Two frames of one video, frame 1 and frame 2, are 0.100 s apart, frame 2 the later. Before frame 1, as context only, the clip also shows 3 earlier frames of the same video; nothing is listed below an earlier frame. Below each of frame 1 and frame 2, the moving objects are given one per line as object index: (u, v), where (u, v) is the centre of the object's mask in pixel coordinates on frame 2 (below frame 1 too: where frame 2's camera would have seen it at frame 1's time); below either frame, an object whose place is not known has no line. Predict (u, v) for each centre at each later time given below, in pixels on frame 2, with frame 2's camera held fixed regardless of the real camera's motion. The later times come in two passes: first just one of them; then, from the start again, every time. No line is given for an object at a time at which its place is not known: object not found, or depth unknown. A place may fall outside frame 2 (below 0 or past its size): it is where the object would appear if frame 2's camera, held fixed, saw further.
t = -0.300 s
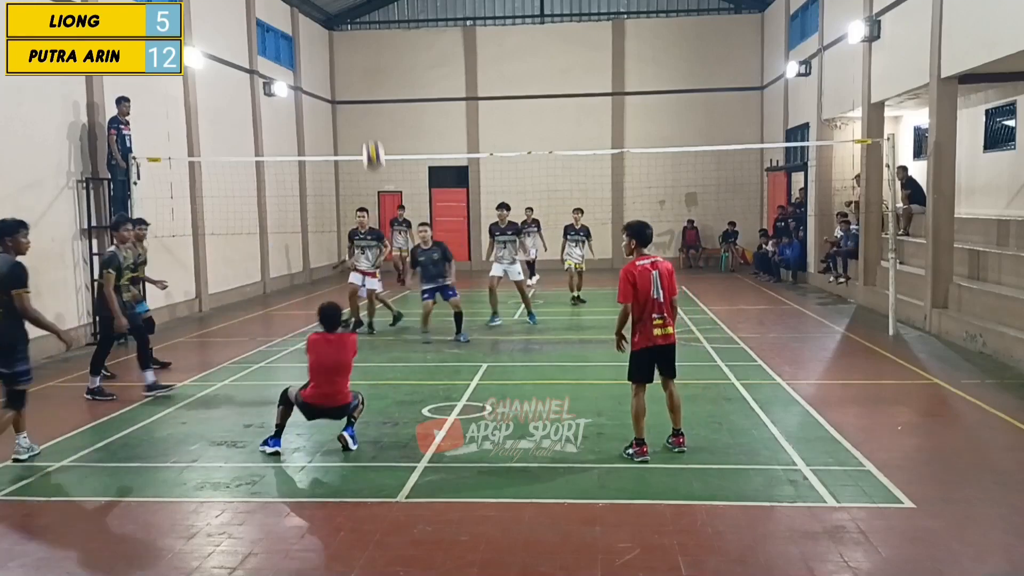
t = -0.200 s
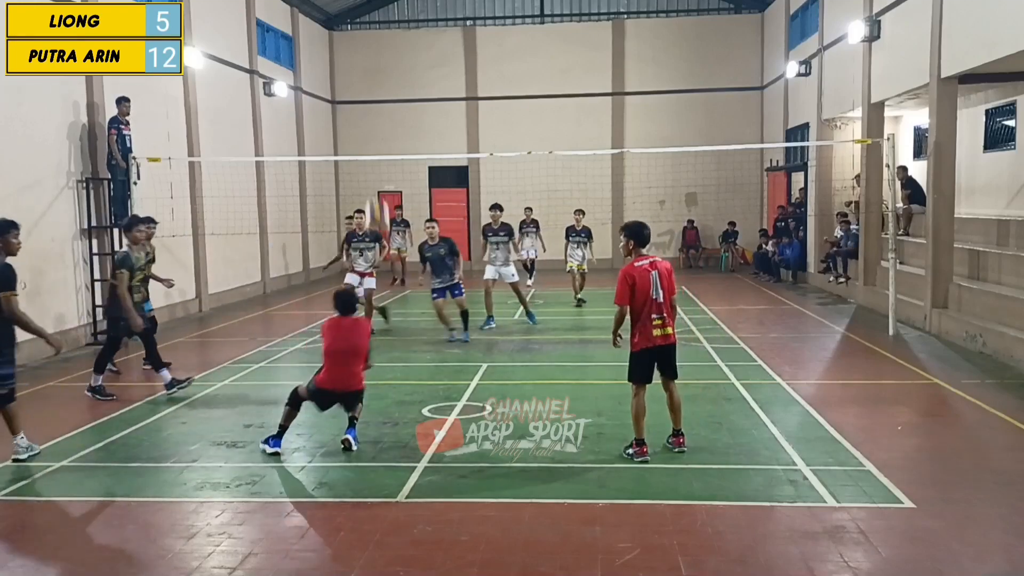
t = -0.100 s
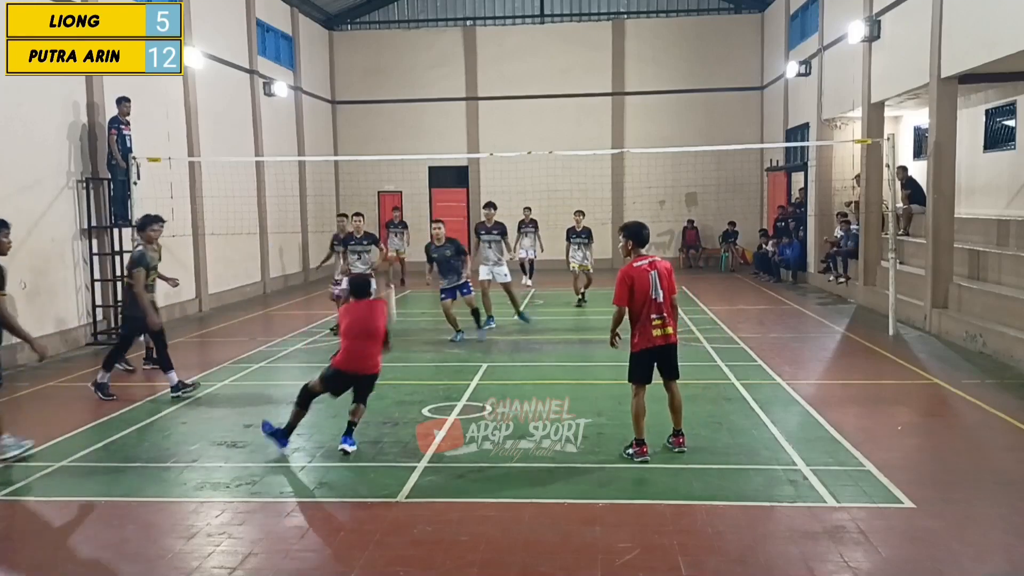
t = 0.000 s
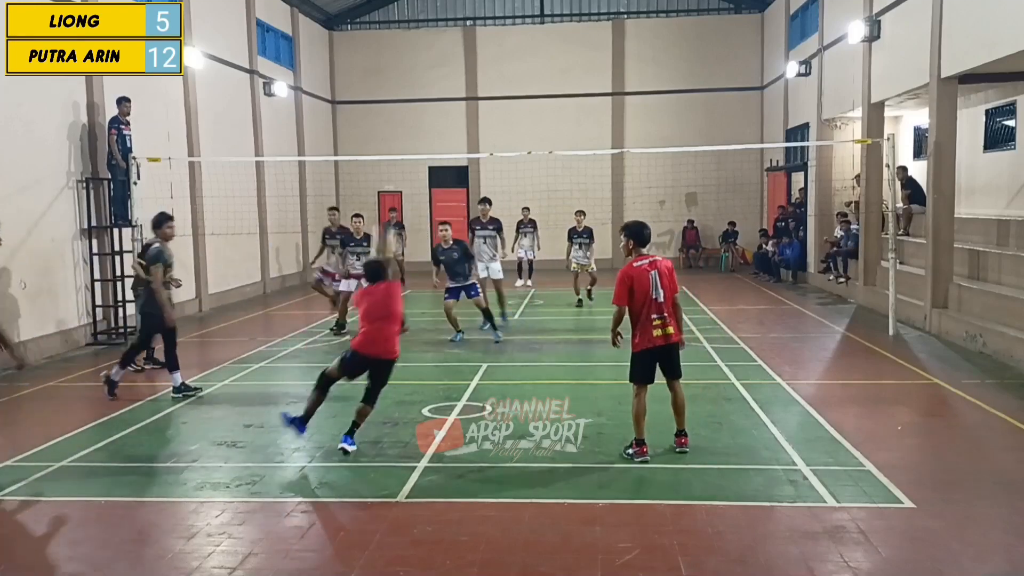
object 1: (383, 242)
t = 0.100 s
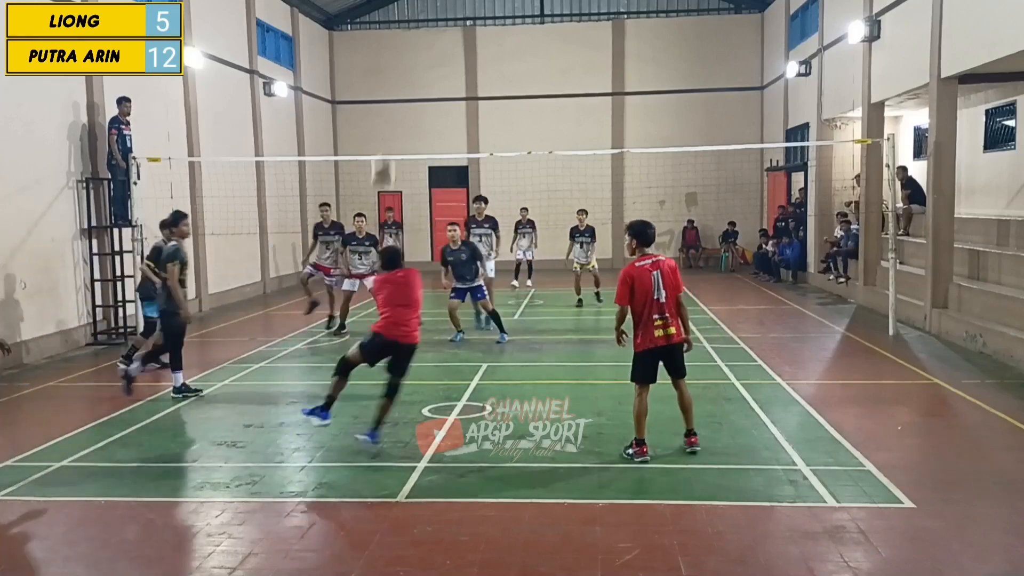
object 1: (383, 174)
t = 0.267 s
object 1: (383, 88)
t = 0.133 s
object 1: (382, 150)
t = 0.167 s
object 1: (382, 134)
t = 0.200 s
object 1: (382, 117)
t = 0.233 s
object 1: (382, 102)
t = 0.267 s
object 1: (383, 88)
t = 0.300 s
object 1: (382, 78)
